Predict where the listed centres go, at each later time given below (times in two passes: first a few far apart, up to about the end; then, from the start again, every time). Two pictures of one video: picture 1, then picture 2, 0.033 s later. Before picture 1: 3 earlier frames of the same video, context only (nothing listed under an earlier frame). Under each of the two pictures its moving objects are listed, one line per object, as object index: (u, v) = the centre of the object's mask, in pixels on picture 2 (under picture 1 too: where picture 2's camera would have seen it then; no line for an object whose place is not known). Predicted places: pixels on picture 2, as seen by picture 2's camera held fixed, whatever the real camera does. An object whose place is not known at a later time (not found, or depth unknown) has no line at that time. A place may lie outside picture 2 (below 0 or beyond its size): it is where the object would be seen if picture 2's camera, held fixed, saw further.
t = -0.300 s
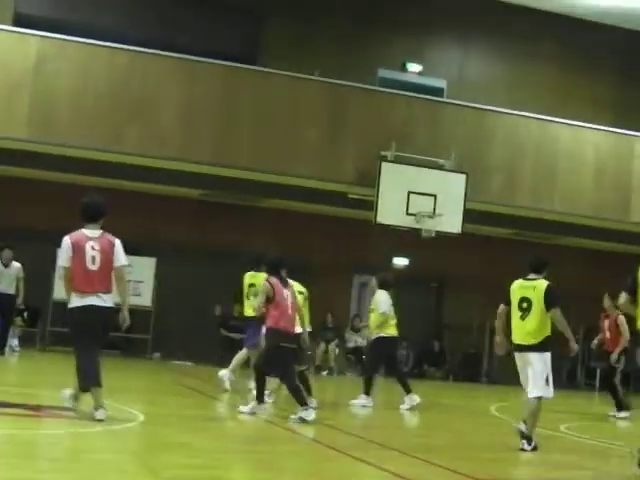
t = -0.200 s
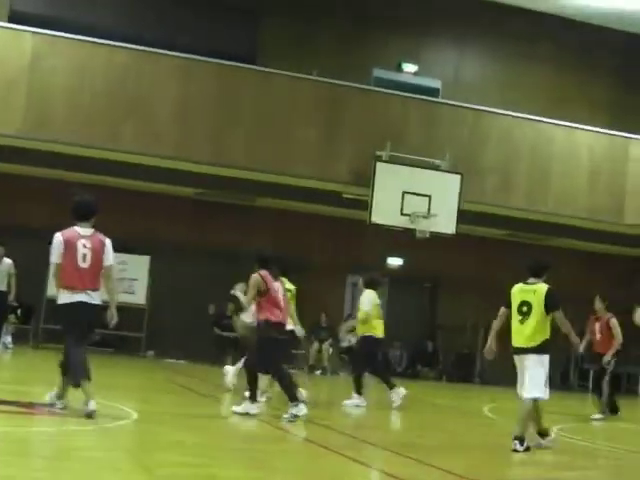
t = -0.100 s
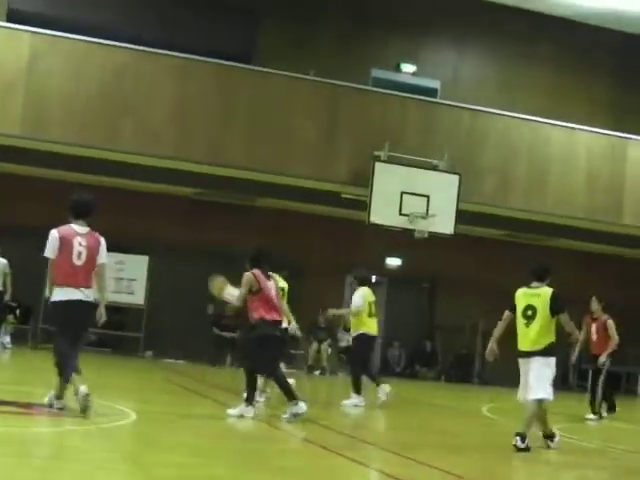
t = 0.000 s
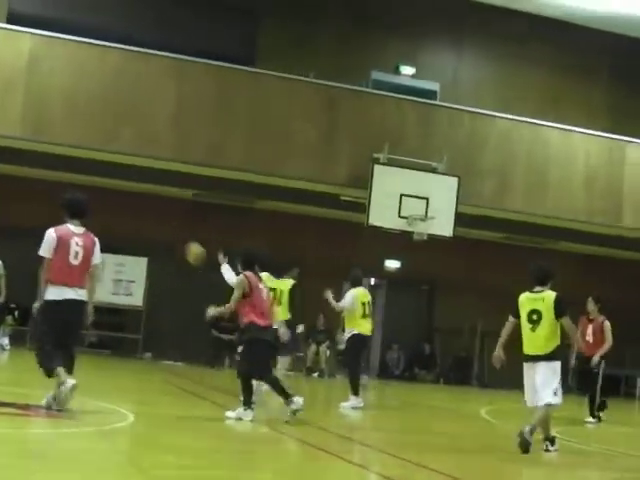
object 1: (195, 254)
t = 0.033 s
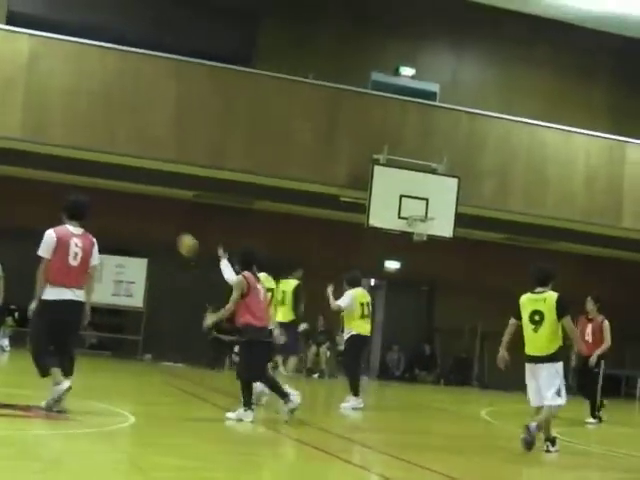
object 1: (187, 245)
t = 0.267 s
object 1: (135, 205)
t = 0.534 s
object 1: (76, 211)
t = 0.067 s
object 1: (180, 237)
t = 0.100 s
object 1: (173, 229)
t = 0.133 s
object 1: (166, 222)
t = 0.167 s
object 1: (158, 217)
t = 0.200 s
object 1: (150, 212)
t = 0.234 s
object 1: (142, 208)
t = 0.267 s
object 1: (135, 205)
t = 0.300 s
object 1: (127, 203)
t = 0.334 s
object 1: (120, 202)
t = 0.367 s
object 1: (113, 202)
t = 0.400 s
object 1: (106, 202)
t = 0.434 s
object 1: (99, 203)
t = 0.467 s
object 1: (91, 205)
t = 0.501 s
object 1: (83, 207)
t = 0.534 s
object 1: (76, 211)
